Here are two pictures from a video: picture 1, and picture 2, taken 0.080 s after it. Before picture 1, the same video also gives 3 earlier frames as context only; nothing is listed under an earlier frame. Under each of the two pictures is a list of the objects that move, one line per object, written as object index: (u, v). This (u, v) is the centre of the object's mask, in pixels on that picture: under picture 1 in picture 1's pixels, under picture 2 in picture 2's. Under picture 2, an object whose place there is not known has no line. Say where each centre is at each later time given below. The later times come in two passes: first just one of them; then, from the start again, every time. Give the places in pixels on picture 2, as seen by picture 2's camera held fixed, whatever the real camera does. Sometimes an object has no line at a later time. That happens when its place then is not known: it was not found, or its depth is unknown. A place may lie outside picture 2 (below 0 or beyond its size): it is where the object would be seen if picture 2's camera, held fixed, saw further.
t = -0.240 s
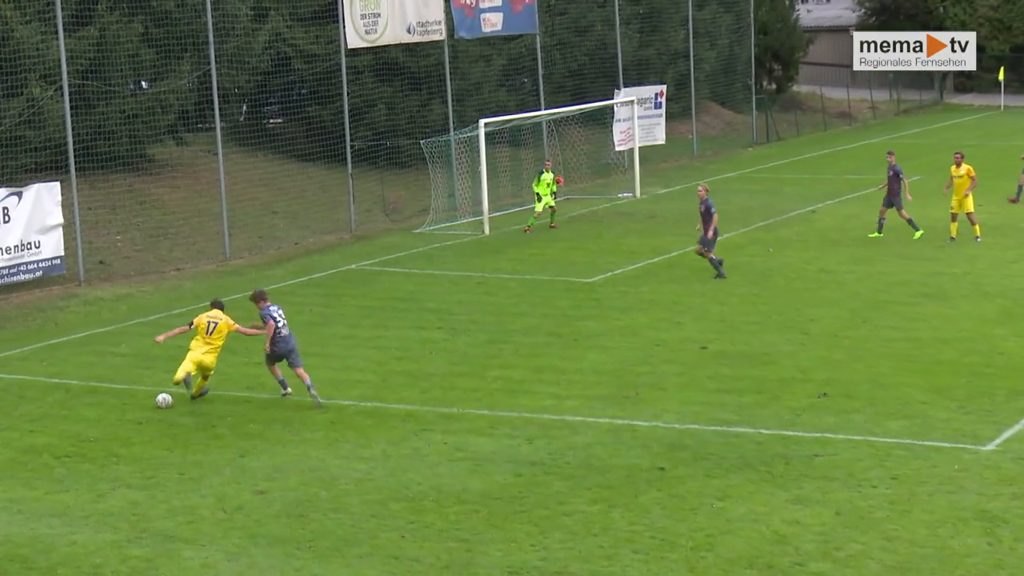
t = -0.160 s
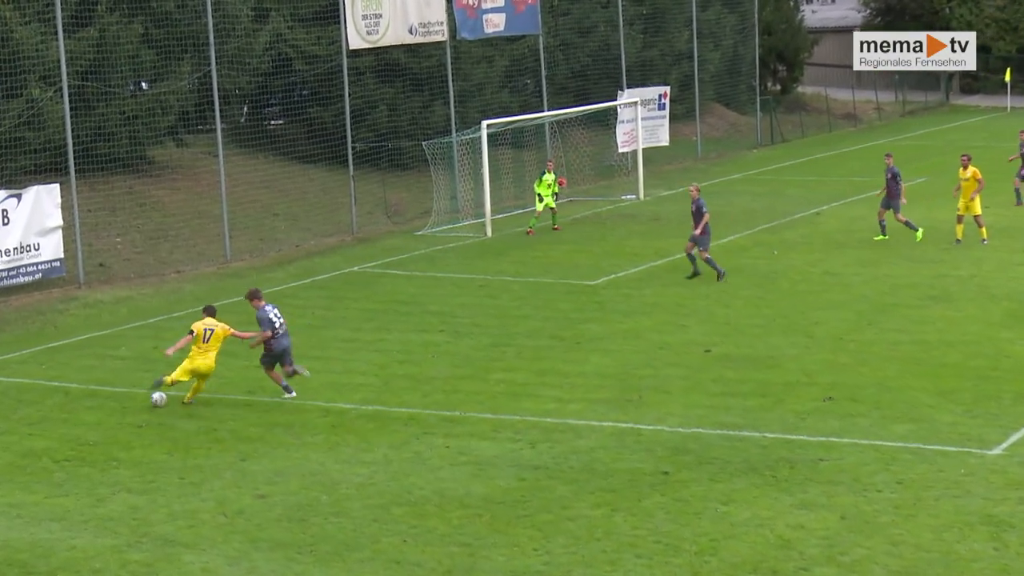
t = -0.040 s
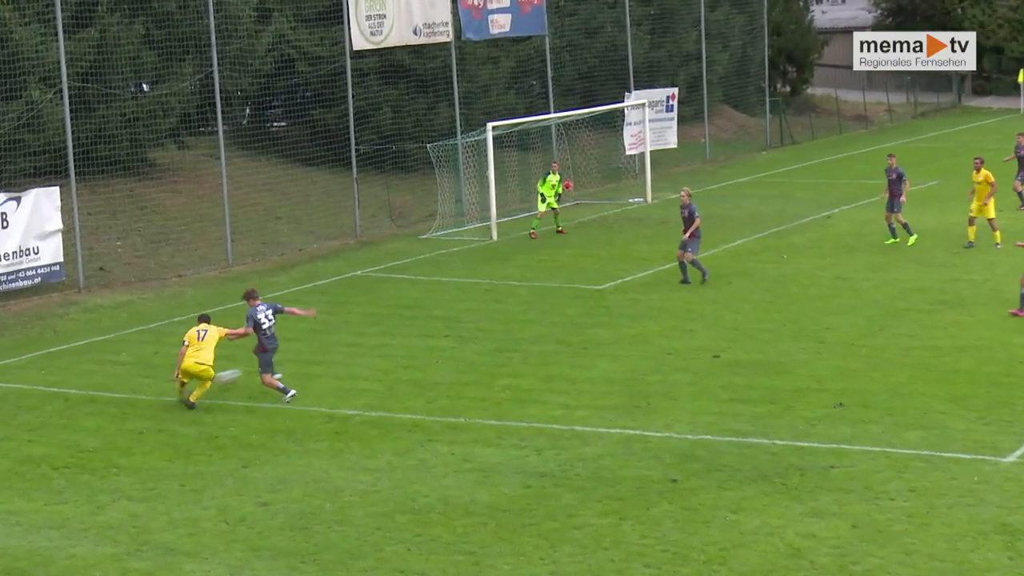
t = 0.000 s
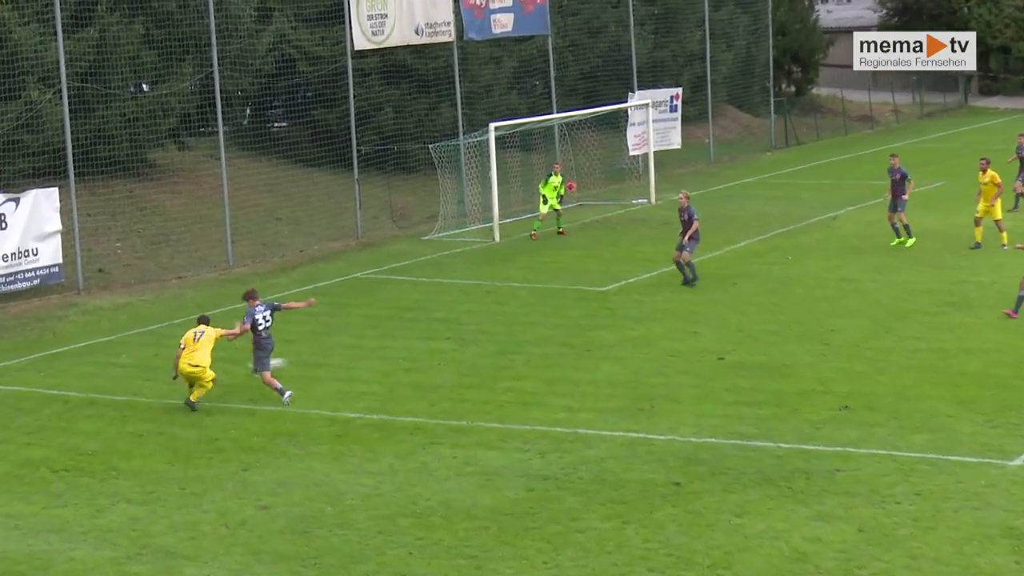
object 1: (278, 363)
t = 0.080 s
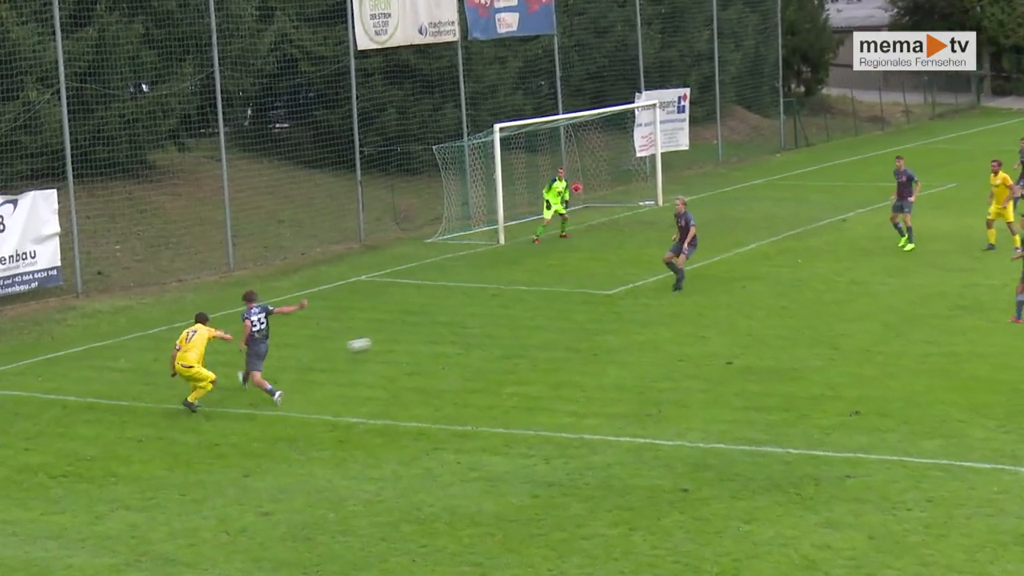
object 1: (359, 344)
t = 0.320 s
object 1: (572, 293)
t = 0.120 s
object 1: (398, 334)
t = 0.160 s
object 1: (436, 323)
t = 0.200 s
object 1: (472, 315)
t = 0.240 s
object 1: (507, 307)
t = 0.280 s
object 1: (540, 300)
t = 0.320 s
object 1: (572, 293)
